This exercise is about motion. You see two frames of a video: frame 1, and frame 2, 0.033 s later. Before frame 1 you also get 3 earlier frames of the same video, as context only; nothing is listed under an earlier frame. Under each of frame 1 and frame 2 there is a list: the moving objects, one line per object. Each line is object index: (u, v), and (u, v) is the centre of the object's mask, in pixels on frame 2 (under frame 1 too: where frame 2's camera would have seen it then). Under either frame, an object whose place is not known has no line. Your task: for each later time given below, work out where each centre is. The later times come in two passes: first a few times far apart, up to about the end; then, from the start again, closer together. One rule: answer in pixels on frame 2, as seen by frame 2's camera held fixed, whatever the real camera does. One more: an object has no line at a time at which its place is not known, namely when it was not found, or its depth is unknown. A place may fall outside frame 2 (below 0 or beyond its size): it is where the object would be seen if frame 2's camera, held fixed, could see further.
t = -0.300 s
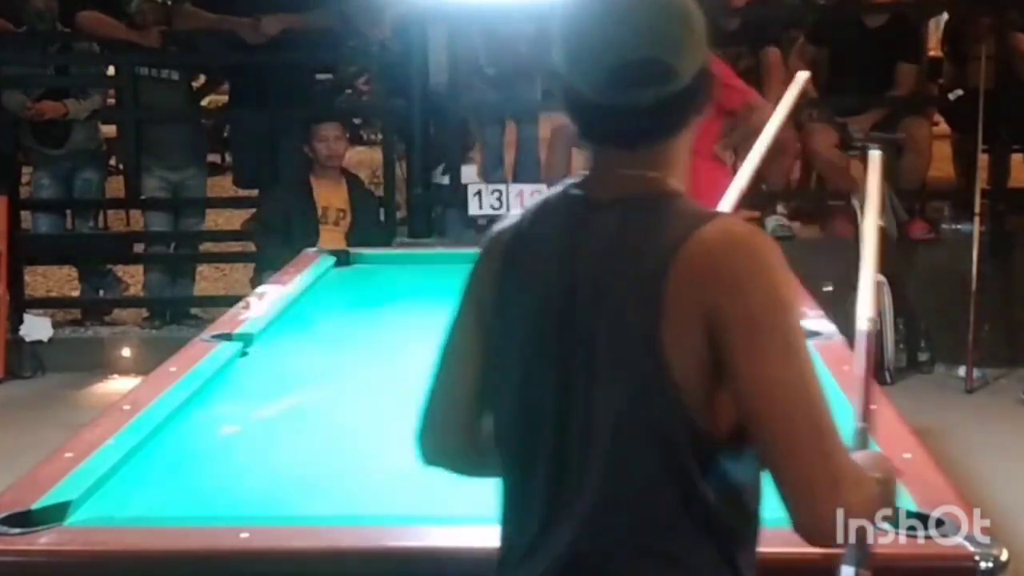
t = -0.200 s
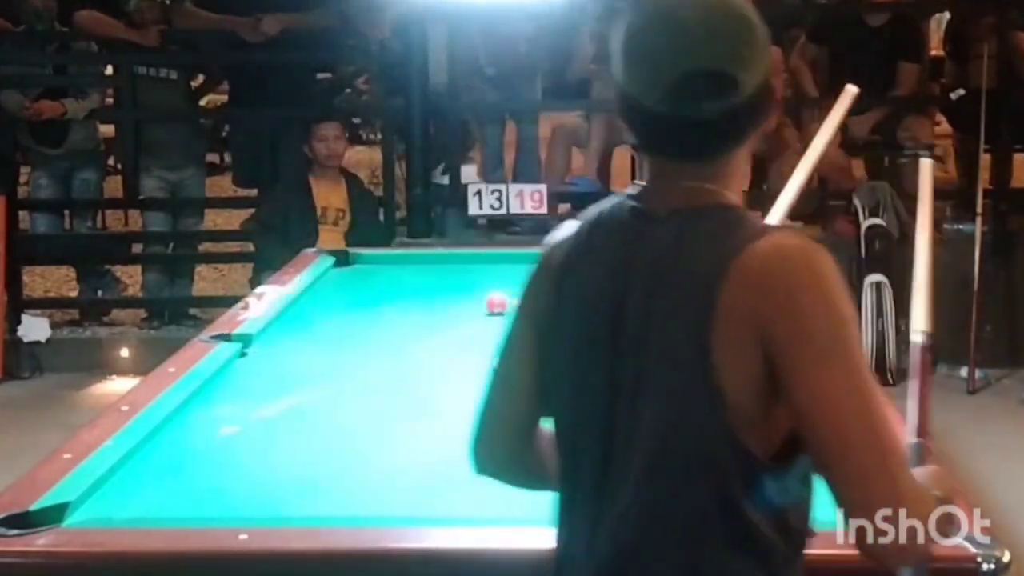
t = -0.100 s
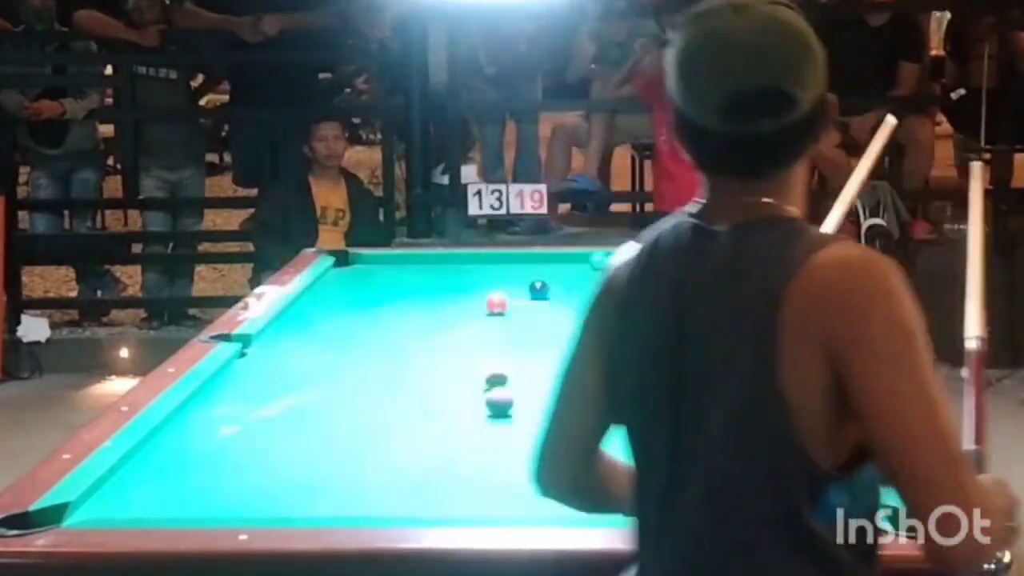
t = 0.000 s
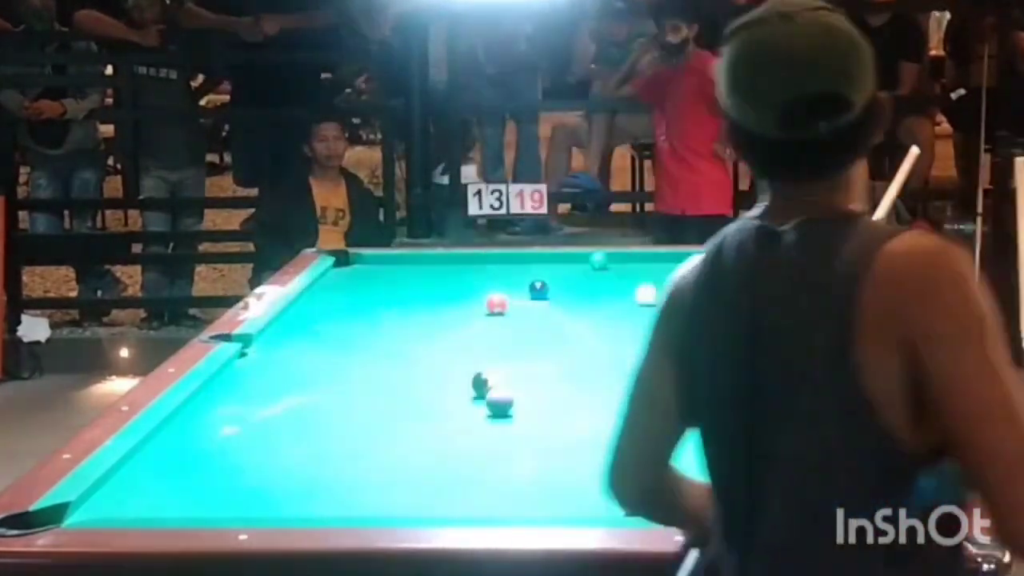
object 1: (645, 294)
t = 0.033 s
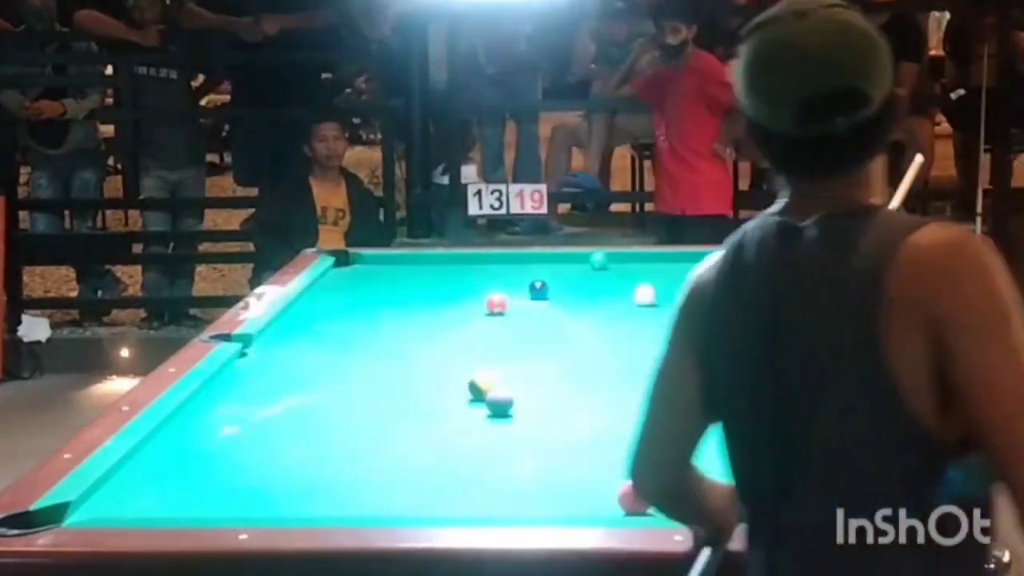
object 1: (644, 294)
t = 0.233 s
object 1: (638, 296)
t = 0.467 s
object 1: (631, 297)
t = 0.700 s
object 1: (624, 299)
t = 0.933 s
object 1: (619, 300)
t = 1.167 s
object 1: (615, 301)
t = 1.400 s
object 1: (612, 301)
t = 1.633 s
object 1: (610, 301)
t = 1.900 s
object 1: (610, 301)
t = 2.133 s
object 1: (610, 302)
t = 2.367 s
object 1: (610, 301)
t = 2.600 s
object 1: (610, 301)
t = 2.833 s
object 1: (610, 301)
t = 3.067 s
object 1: (610, 301)
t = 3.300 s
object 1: (610, 301)
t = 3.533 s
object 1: (610, 301)
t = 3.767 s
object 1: (610, 301)
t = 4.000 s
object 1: (610, 301)
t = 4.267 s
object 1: (610, 301)
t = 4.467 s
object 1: (610, 301)
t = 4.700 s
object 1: (610, 301)
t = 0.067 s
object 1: (643, 295)
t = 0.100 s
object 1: (642, 295)
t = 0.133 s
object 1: (640, 295)
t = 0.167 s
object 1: (640, 295)
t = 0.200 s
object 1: (639, 295)
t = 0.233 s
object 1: (638, 296)
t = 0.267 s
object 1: (636, 296)
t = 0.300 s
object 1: (635, 296)
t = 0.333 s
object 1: (634, 296)
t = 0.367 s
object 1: (633, 296)
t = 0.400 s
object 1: (632, 297)
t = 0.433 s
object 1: (631, 297)
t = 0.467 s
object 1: (631, 297)
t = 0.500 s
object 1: (630, 297)
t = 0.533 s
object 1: (629, 298)
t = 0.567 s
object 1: (628, 298)
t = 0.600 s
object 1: (627, 298)
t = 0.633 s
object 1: (626, 298)
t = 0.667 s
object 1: (625, 298)
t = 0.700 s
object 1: (624, 299)
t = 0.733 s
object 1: (624, 299)
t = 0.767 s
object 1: (622, 299)
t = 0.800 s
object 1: (622, 299)
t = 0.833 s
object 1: (621, 299)
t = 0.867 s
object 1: (620, 299)
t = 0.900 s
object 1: (620, 300)
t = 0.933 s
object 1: (619, 300)
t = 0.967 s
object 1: (618, 300)
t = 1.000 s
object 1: (618, 300)
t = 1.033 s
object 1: (617, 300)
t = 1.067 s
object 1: (616, 300)
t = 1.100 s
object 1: (616, 300)
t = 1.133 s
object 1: (615, 300)
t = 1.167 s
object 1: (615, 301)
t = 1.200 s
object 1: (615, 301)
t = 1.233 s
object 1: (614, 301)
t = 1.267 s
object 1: (614, 300)
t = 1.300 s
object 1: (613, 301)
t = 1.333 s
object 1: (613, 301)
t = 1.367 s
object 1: (612, 301)
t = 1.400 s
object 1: (612, 301)
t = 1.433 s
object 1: (612, 301)
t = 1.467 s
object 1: (611, 301)
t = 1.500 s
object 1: (611, 301)
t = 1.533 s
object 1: (611, 301)
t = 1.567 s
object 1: (611, 301)
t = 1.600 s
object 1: (611, 301)
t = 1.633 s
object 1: (610, 301)
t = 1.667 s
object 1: (610, 301)
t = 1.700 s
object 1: (610, 301)
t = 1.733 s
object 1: (610, 301)
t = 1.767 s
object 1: (610, 301)
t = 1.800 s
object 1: (610, 301)
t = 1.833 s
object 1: (610, 301)
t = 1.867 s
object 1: (610, 301)
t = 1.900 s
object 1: (610, 301)
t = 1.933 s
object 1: (610, 301)
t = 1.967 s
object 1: (610, 301)
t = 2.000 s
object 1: (610, 301)
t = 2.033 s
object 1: (610, 301)
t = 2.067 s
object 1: (610, 301)
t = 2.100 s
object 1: (610, 301)
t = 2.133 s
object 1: (610, 302)
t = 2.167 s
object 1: (610, 301)
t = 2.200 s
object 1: (610, 301)
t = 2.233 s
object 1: (610, 301)
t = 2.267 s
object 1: (610, 302)
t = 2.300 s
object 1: (610, 301)
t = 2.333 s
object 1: (610, 301)
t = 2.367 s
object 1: (610, 301)
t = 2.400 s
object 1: (610, 301)
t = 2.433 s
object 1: (610, 301)
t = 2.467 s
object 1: (610, 301)
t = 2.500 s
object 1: (610, 301)
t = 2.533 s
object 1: (610, 301)
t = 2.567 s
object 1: (610, 301)
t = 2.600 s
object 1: (610, 301)
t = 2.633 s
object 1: (610, 301)
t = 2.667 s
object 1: (610, 301)
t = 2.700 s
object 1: (610, 301)
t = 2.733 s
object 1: (610, 301)
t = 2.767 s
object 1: (610, 301)
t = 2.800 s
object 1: (610, 301)
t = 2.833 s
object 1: (610, 301)
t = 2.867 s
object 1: (610, 301)
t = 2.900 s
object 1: (610, 301)
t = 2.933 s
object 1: (610, 301)
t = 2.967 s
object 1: (610, 301)
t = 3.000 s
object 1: (610, 301)
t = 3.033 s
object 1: (610, 301)
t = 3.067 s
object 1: (610, 301)
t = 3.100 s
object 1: (610, 301)
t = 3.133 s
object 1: (610, 301)
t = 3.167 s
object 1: (610, 301)
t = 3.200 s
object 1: (610, 301)
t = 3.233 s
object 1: (610, 301)
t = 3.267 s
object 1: (610, 301)
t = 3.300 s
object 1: (610, 301)
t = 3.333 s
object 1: (610, 301)
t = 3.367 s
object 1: (610, 301)
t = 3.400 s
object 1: (610, 301)
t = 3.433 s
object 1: (610, 301)
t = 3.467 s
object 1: (610, 301)
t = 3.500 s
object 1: (610, 301)
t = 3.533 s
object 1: (610, 301)
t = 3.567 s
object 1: (610, 301)
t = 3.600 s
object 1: (610, 301)
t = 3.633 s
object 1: (610, 301)
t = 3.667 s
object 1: (610, 301)
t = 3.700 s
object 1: (610, 301)
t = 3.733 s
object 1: (610, 301)
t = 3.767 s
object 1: (610, 301)
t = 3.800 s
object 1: (610, 301)
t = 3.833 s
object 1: (610, 301)
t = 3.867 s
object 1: (610, 301)
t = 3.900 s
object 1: (610, 301)
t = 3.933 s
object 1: (610, 301)
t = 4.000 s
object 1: (610, 301)
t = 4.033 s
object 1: (610, 301)
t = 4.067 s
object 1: (610, 301)
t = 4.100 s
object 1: (610, 301)
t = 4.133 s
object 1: (610, 301)
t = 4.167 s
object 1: (610, 301)
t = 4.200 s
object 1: (610, 302)
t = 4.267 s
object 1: (610, 301)
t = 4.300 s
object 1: (610, 301)
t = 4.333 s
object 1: (610, 301)
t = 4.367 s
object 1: (610, 301)
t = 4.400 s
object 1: (610, 301)
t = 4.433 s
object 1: (610, 301)
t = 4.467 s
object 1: (610, 301)
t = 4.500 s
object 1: (610, 301)
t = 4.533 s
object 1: (610, 301)
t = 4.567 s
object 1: (610, 301)
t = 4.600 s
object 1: (610, 301)
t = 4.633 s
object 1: (610, 301)
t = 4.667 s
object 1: (610, 301)
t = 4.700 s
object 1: (610, 301)
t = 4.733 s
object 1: (610, 301)
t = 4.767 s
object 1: (610, 301)
